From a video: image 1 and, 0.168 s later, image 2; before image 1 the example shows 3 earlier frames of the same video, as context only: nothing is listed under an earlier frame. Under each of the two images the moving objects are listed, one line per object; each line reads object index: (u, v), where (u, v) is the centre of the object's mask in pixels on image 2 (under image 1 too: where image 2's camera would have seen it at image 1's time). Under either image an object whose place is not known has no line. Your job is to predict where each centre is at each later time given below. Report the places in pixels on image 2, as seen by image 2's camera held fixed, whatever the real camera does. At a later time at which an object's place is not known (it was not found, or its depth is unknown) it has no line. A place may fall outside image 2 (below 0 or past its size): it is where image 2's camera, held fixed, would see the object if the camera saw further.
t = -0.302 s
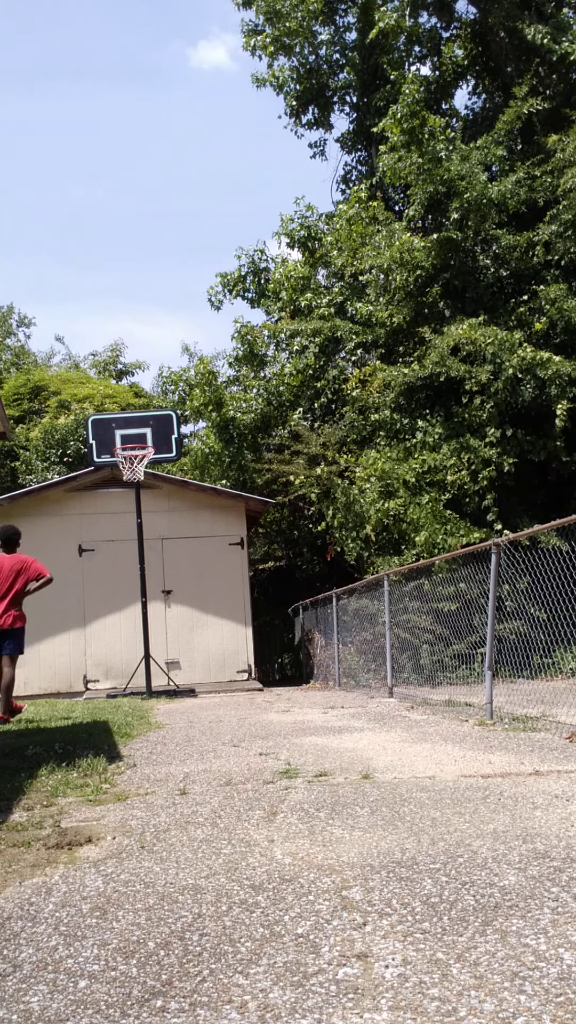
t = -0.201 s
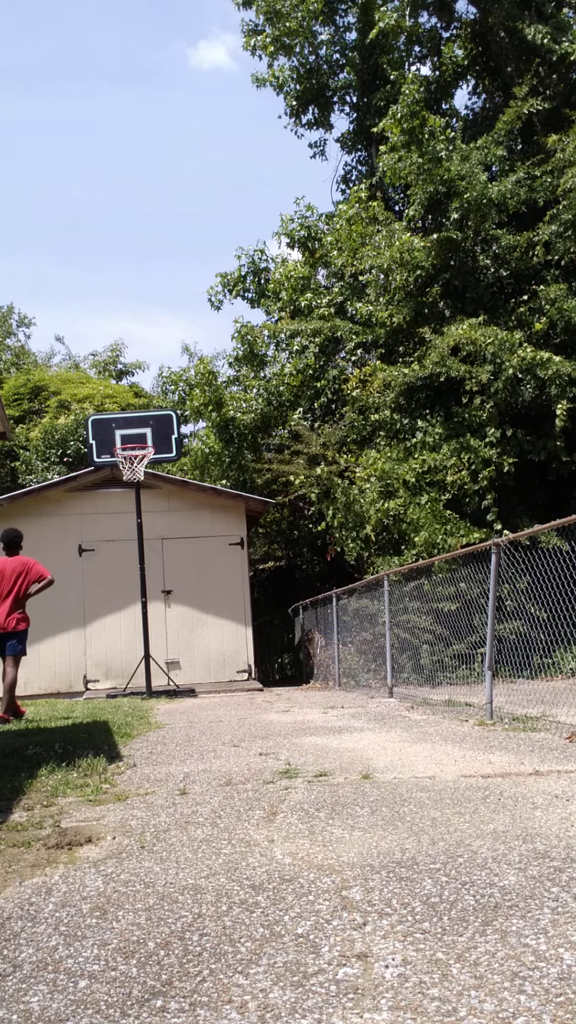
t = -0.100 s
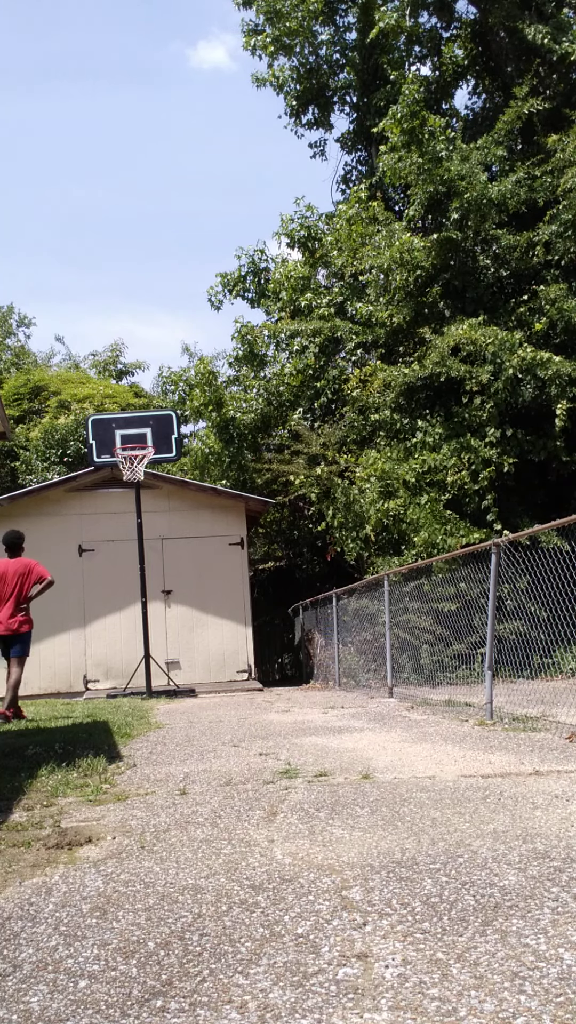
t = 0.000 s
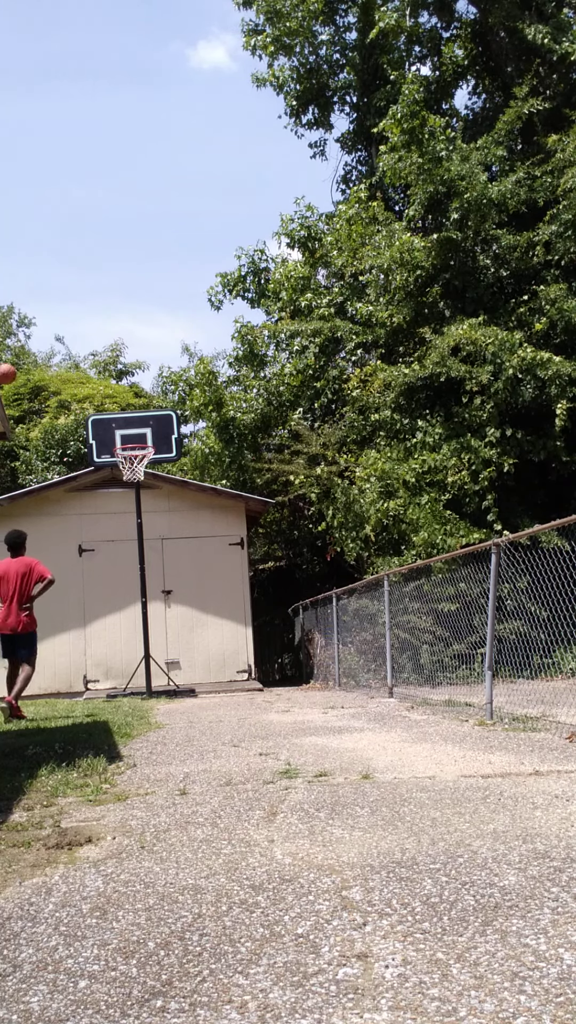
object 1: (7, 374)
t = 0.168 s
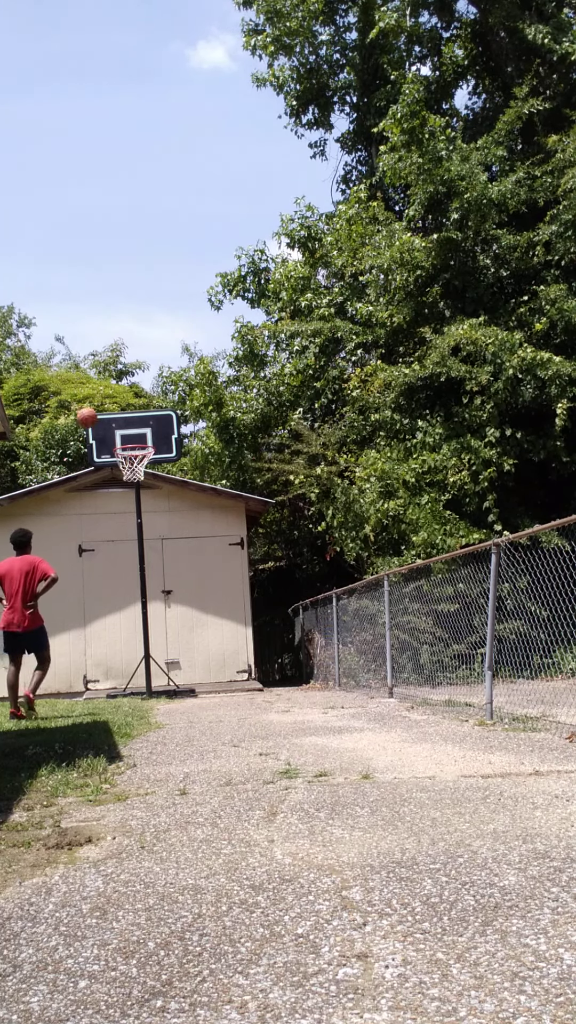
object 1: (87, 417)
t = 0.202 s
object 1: (103, 429)
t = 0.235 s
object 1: (117, 440)
